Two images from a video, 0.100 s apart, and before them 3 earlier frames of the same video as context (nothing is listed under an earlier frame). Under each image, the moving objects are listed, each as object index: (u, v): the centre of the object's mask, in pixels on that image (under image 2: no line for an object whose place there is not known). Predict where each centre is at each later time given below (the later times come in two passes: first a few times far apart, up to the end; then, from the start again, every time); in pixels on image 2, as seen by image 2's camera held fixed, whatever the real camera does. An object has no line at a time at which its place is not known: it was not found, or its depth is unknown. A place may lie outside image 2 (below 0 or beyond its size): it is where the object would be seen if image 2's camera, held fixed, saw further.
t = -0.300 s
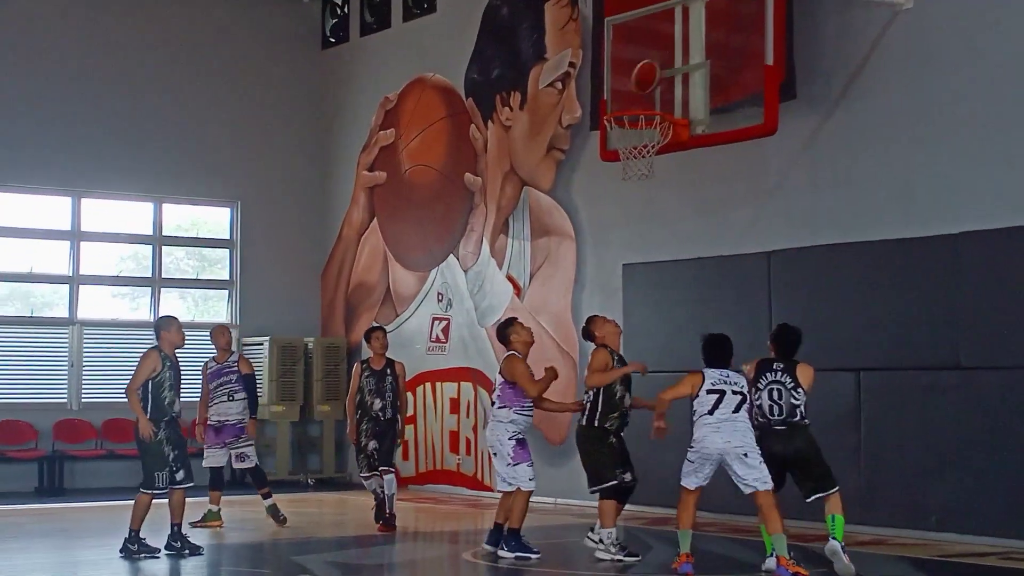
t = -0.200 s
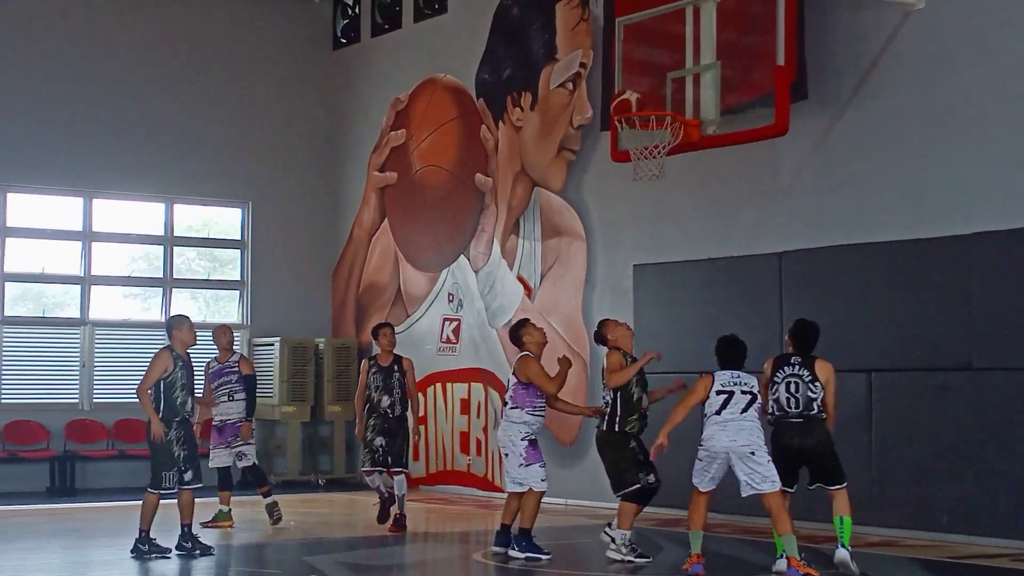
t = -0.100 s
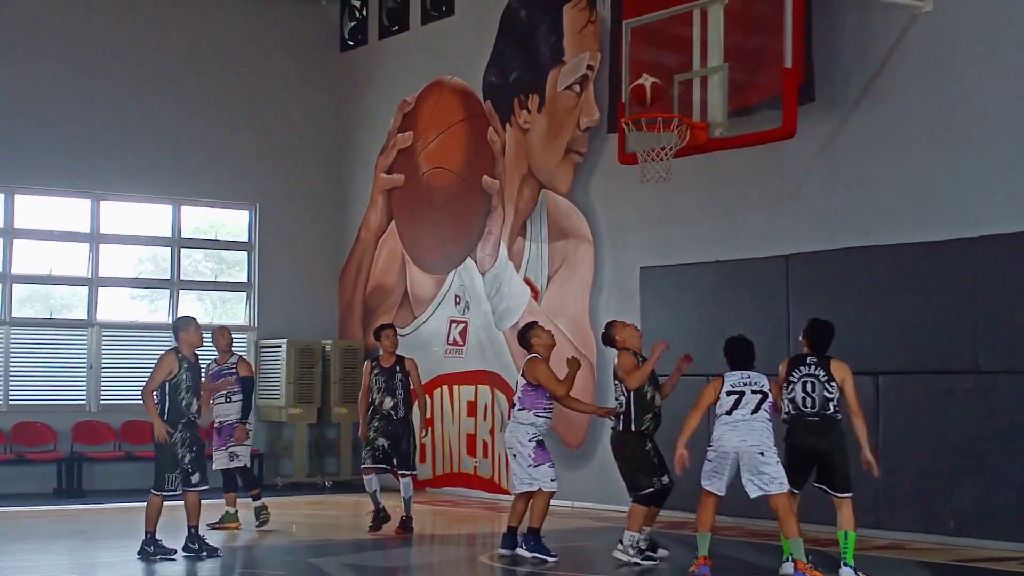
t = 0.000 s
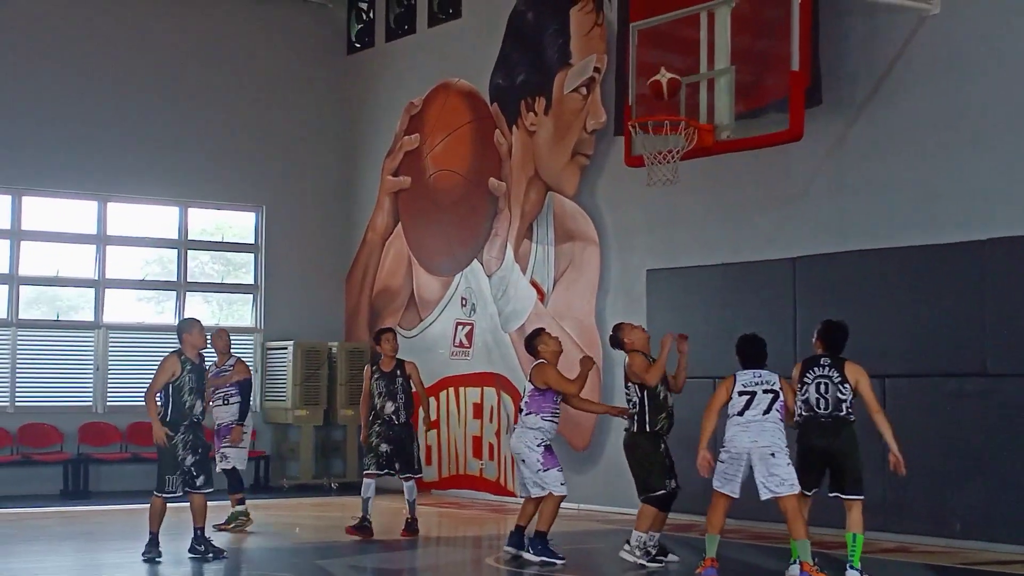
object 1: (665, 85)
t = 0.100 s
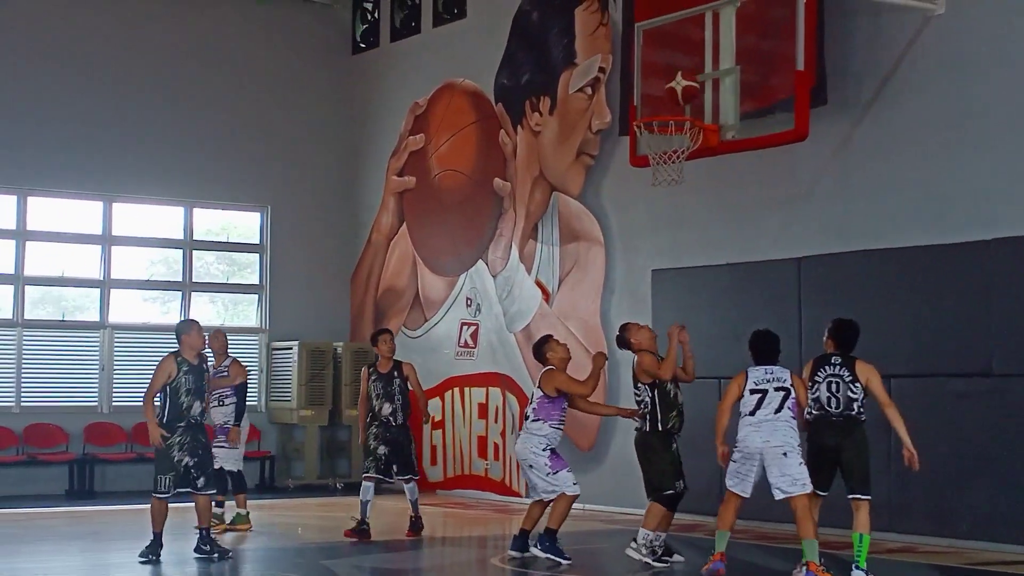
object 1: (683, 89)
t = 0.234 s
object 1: (698, 96)
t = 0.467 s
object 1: (720, 114)
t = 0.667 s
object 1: (741, 191)
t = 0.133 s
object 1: (687, 94)
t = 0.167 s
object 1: (692, 99)
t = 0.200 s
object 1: (696, 100)
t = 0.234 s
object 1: (698, 96)
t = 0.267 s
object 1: (702, 93)
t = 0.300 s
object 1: (704, 93)
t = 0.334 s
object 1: (707, 95)
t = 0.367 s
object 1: (711, 97)
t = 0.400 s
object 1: (714, 101)
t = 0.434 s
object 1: (717, 107)
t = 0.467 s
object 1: (720, 114)
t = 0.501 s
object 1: (724, 122)
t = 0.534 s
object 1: (727, 132)
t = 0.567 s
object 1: (730, 144)
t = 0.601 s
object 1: (733, 158)
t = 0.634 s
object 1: (738, 174)
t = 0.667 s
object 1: (741, 191)
